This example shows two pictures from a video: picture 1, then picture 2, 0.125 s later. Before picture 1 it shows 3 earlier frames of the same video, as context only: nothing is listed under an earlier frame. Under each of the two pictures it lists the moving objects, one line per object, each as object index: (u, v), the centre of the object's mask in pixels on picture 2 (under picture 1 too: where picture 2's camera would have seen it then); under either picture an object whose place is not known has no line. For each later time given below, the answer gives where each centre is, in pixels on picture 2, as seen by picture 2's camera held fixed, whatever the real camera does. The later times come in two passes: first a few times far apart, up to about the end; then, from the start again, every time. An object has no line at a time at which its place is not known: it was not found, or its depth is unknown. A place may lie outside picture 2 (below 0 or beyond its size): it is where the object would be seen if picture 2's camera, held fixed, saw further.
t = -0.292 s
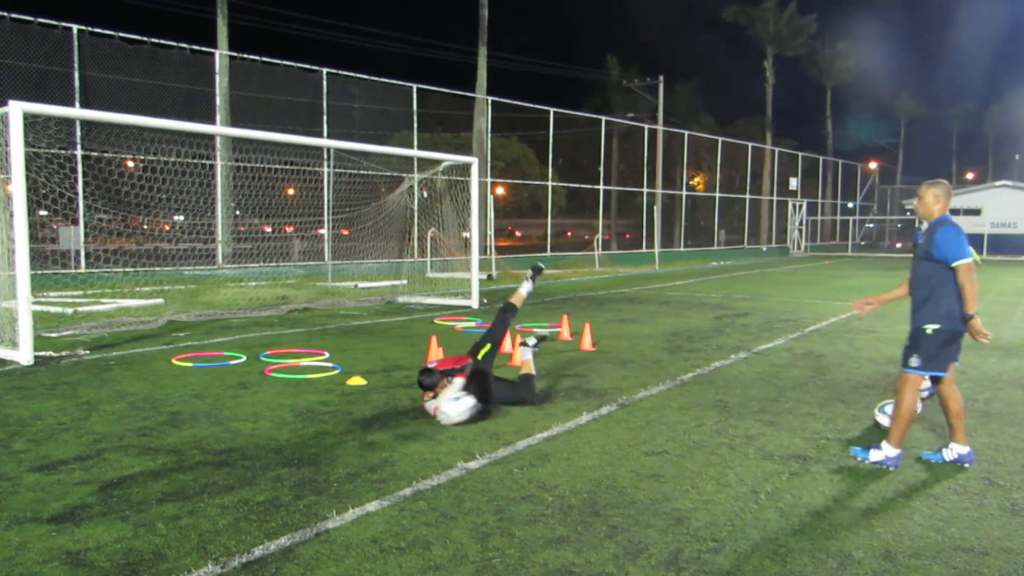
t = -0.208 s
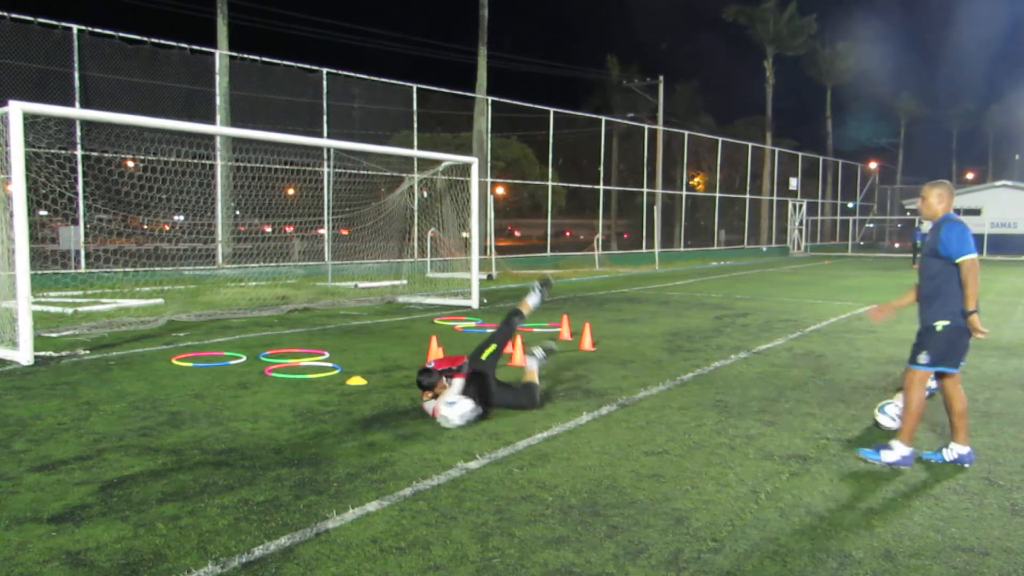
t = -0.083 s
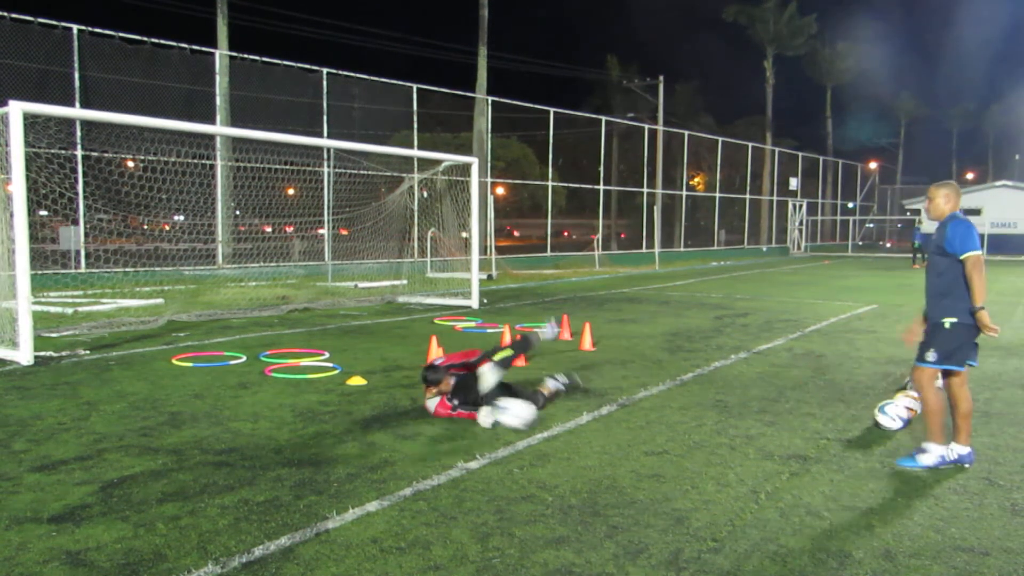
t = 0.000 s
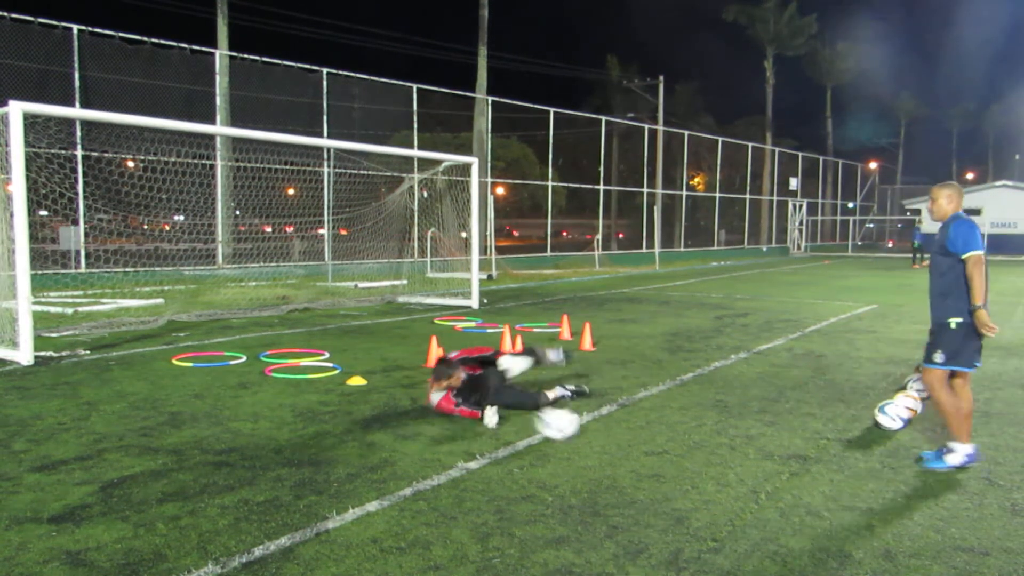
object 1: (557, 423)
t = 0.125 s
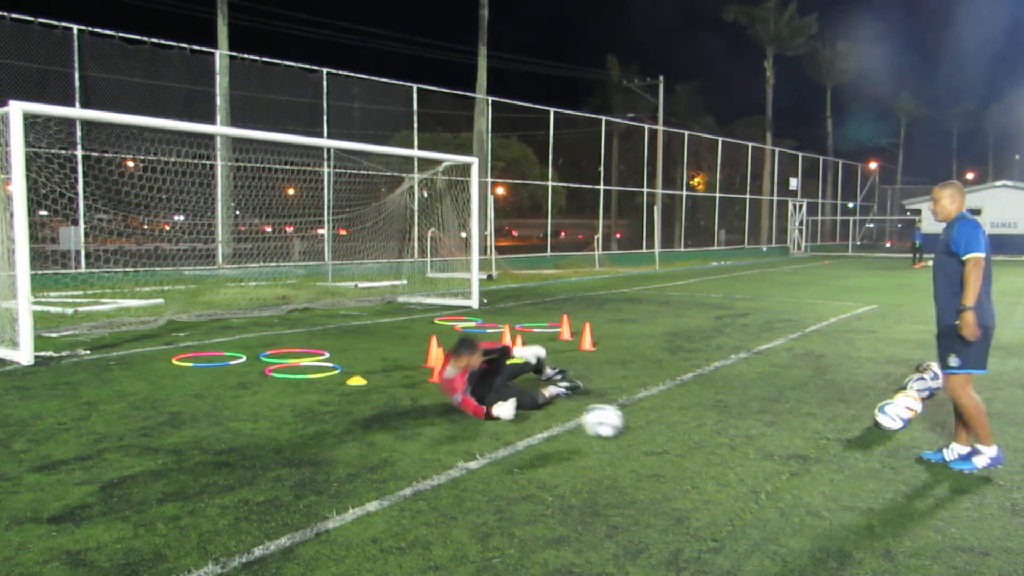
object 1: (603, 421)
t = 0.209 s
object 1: (631, 429)
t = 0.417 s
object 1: (700, 435)
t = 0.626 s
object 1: (772, 440)
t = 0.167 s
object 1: (617, 424)
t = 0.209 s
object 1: (631, 429)
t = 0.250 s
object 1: (646, 431)
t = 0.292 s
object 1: (659, 428)
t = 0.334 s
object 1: (673, 428)
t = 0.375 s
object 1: (687, 430)
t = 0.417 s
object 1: (700, 435)
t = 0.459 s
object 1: (714, 437)
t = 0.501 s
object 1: (729, 436)
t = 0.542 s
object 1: (742, 438)
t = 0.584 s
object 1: (757, 440)
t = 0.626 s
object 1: (772, 440)
